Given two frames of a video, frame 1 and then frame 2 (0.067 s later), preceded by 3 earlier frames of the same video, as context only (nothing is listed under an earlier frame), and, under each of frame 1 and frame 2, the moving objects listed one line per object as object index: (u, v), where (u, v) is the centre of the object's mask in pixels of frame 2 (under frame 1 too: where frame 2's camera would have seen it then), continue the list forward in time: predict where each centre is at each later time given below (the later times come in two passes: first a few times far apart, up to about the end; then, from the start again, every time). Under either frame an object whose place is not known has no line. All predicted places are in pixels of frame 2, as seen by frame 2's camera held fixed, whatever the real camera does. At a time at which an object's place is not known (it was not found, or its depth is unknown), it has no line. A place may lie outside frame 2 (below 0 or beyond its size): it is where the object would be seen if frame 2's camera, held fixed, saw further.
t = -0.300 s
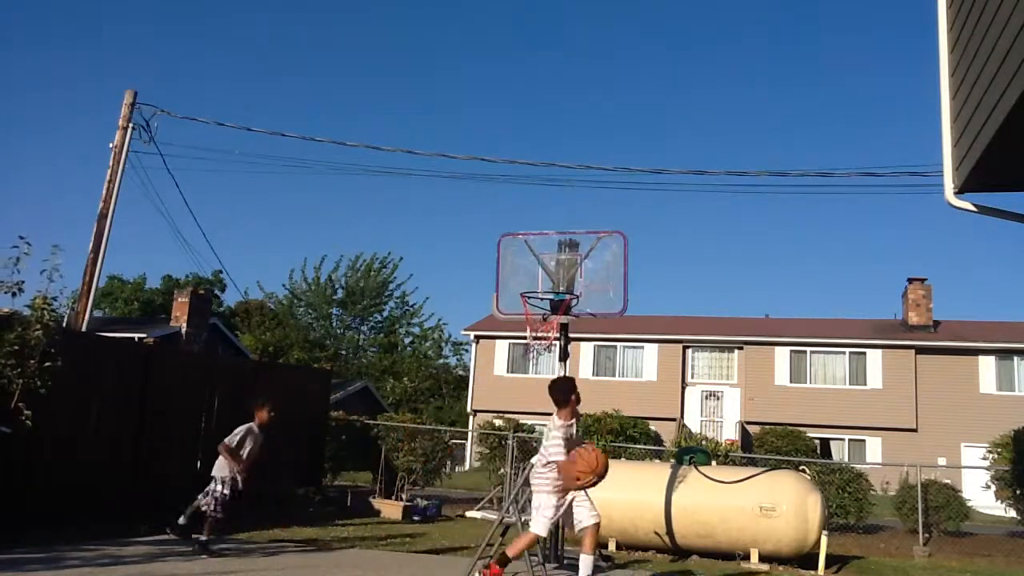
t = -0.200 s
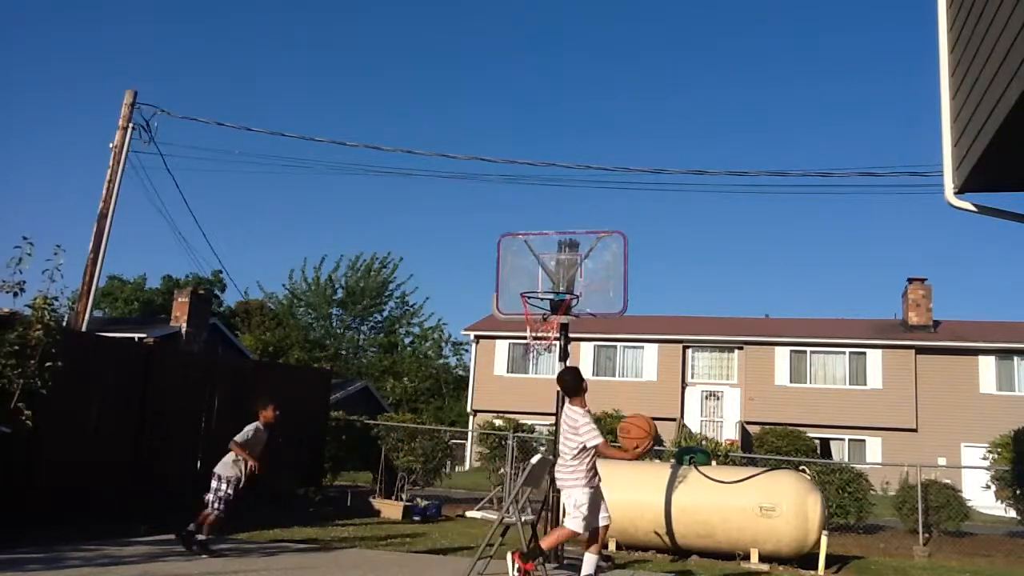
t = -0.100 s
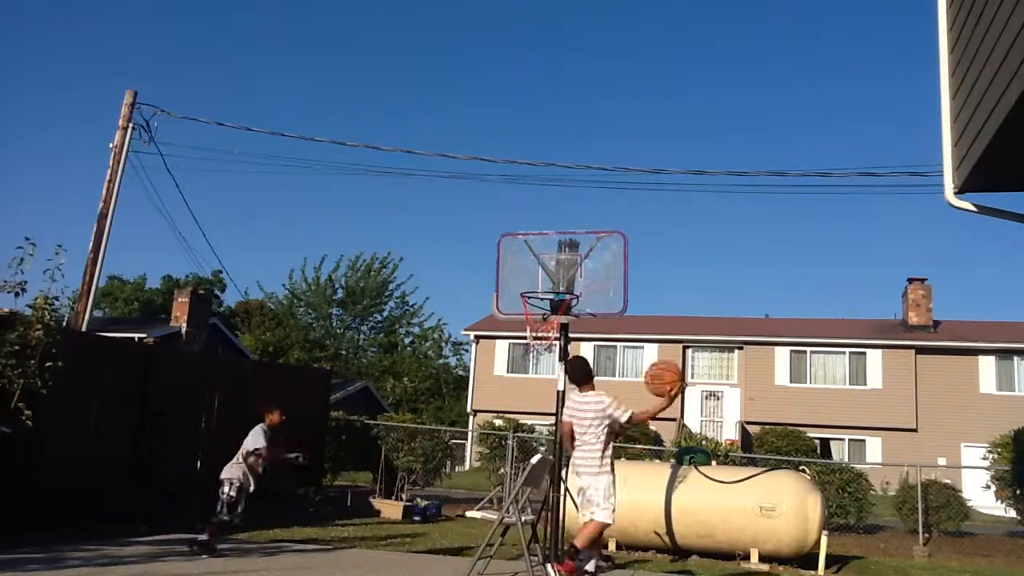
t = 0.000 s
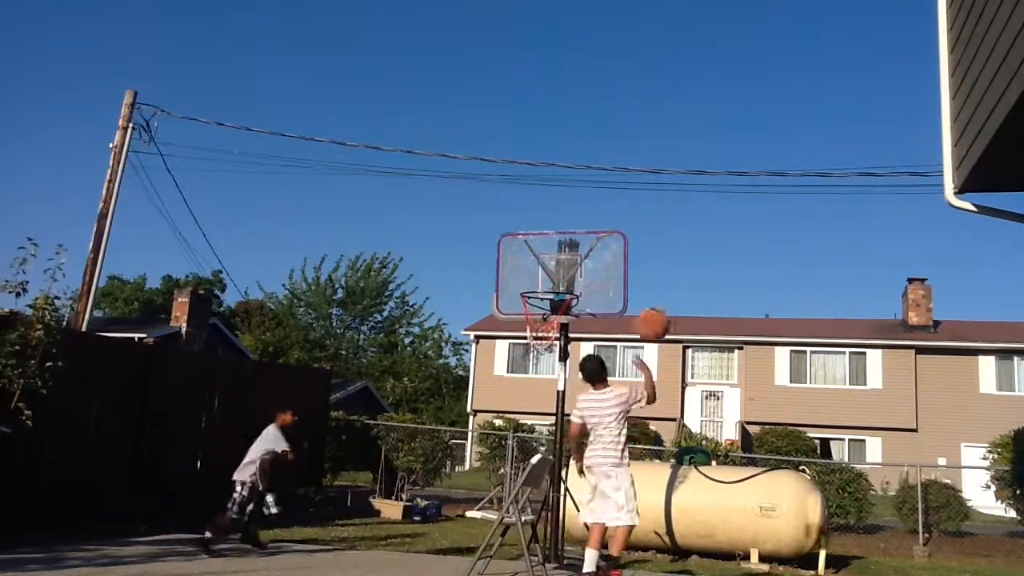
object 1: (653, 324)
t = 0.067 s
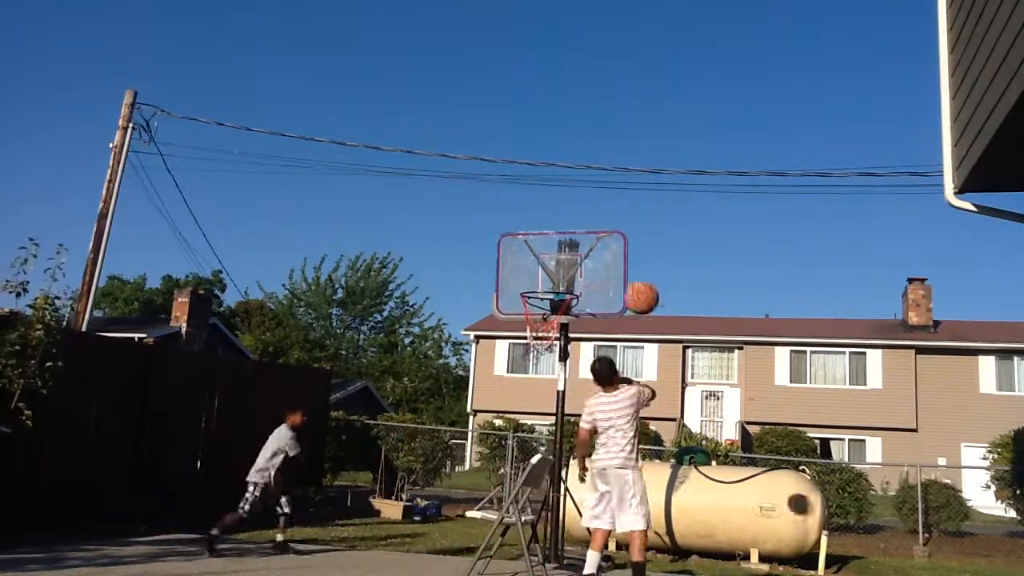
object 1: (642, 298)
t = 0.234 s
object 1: (617, 265)
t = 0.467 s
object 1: (588, 280)
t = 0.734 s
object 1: (604, 275)
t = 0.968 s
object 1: (627, 316)
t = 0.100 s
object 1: (637, 287)
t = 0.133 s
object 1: (631, 279)
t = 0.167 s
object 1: (626, 272)
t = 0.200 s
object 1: (622, 269)
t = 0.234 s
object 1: (617, 265)
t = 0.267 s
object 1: (613, 263)
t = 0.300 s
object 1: (608, 262)
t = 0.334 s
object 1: (604, 264)
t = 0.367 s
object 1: (599, 266)
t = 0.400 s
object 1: (596, 270)
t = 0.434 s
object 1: (591, 274)
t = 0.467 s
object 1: (588, 280)
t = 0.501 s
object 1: (583, 286)
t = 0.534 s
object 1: (580, 290)
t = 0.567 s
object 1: (584, 285)
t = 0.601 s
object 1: (589, 280)
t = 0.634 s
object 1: (594, 277)
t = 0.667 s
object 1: (598, 274)
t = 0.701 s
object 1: (601, 274)
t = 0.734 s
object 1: (604, 275)
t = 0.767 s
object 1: (607, 277)
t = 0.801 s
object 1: (611, 279)
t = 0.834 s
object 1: (614, 284)
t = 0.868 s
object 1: (618, 290)
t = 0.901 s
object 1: (621, 297)
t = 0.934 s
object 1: (625, 306)
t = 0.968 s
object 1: (627, 316)
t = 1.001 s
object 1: (630, 327)
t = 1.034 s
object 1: (634, 340)
